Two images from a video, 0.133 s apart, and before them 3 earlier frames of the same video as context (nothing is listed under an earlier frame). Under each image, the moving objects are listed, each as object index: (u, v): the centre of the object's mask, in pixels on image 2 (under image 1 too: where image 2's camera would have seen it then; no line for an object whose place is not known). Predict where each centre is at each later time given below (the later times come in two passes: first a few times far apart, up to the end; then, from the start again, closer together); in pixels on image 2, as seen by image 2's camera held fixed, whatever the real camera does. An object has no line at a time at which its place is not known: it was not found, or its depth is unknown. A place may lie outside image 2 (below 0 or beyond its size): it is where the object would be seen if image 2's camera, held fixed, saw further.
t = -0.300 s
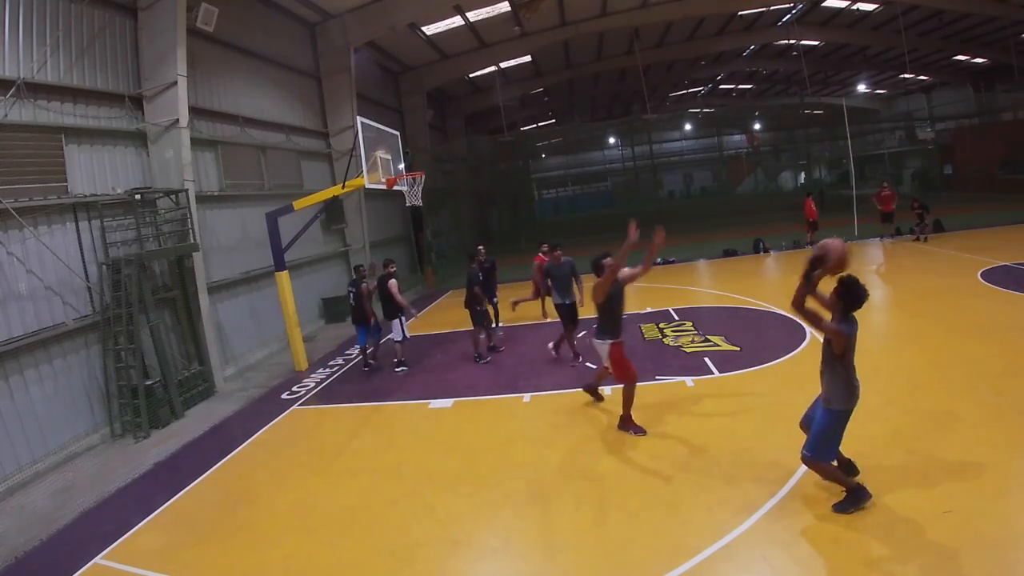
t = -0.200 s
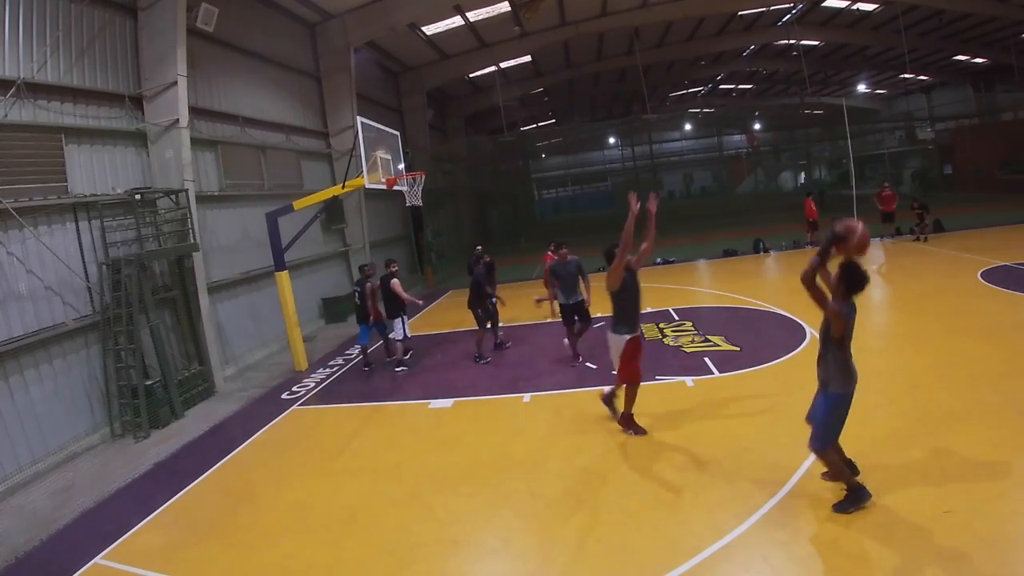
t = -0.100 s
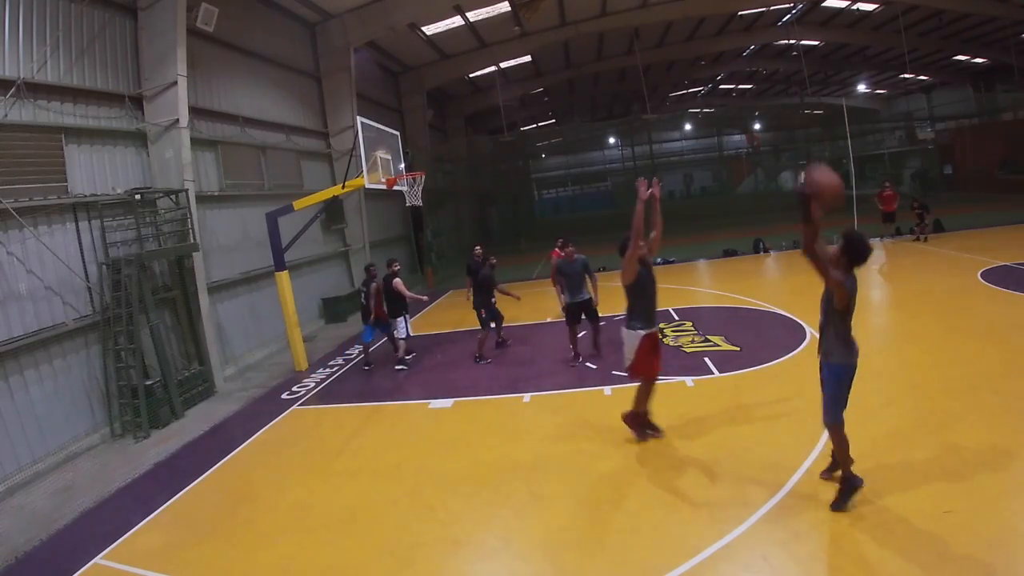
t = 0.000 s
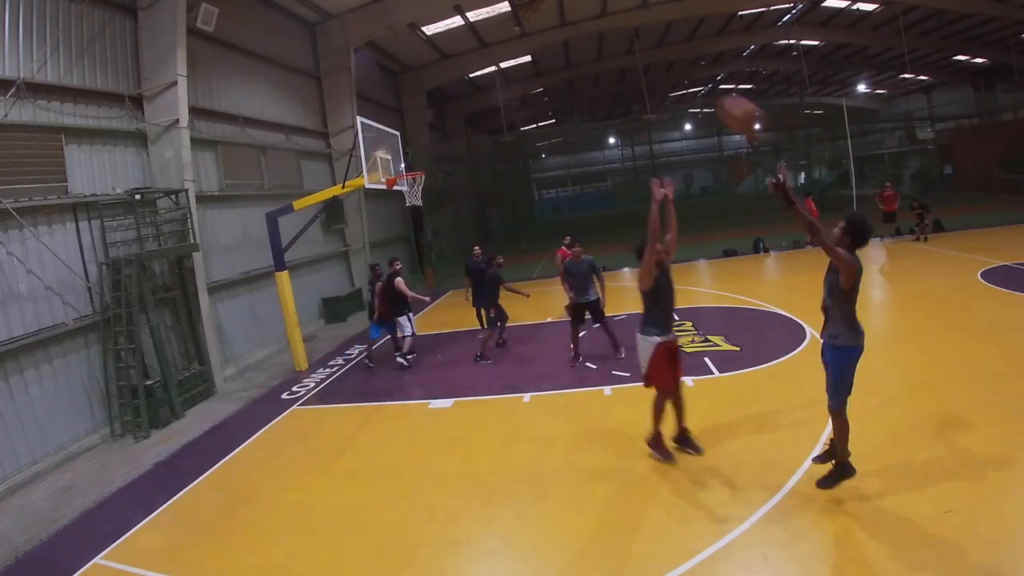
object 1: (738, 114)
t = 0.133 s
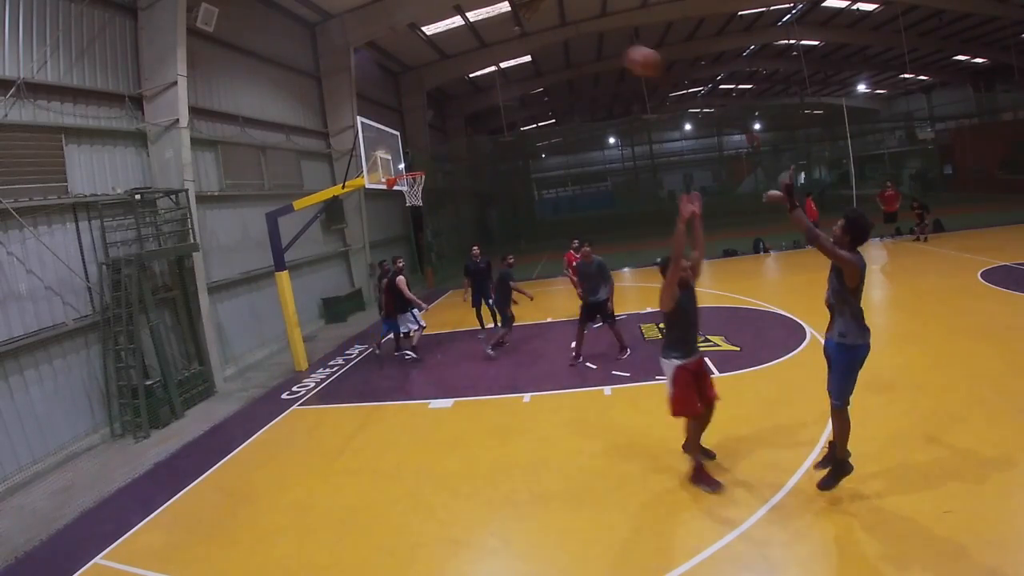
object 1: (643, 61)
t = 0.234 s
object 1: (587, 44)
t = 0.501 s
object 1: (492, 53)
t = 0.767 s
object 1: (439, 107)
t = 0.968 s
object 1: (417, 161)
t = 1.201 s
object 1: (395, 145)
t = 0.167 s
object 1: (623, 54)
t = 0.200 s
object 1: (605, 48)
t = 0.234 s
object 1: (587, 44)
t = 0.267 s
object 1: (572, 41)
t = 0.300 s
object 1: (558, 39)
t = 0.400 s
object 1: (522, 42)
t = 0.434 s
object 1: (510, 45)
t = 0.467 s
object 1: (501, 49)
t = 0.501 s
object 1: (492, 53)
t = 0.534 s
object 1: (484, 57)
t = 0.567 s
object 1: (476, 63)
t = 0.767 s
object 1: (439, 107)
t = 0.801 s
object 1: (435, 115)
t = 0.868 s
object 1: (426, 134)
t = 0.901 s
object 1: (422, 142)
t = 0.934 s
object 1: (419, 151)
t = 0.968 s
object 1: (417, 161)
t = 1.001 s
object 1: (414, 167)
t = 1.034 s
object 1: (410, 163)
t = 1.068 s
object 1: (407, 158)
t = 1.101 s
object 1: (403, 154)
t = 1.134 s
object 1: (400, 150)
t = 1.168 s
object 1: (396, 147)
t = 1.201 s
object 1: (395, 145)
